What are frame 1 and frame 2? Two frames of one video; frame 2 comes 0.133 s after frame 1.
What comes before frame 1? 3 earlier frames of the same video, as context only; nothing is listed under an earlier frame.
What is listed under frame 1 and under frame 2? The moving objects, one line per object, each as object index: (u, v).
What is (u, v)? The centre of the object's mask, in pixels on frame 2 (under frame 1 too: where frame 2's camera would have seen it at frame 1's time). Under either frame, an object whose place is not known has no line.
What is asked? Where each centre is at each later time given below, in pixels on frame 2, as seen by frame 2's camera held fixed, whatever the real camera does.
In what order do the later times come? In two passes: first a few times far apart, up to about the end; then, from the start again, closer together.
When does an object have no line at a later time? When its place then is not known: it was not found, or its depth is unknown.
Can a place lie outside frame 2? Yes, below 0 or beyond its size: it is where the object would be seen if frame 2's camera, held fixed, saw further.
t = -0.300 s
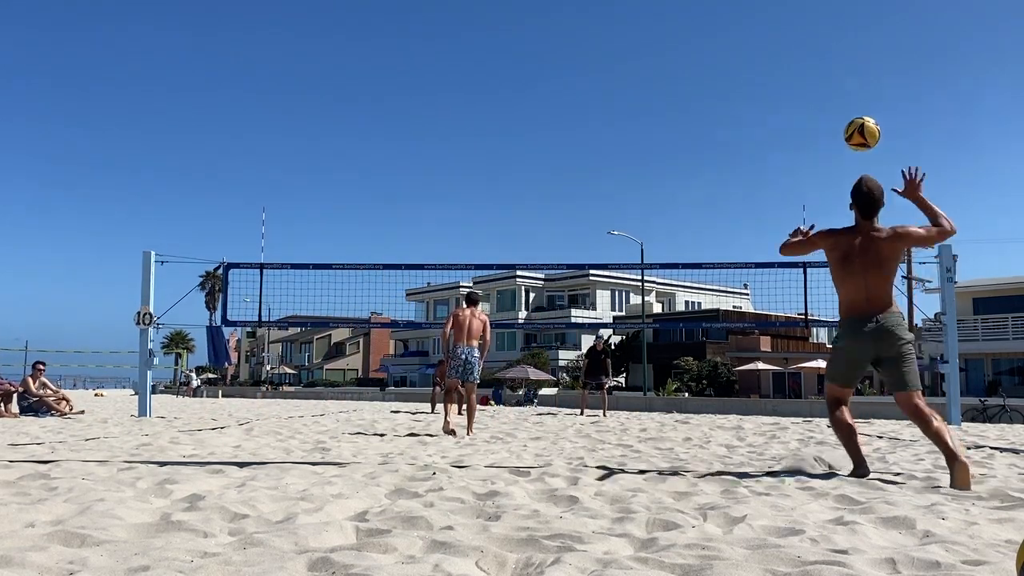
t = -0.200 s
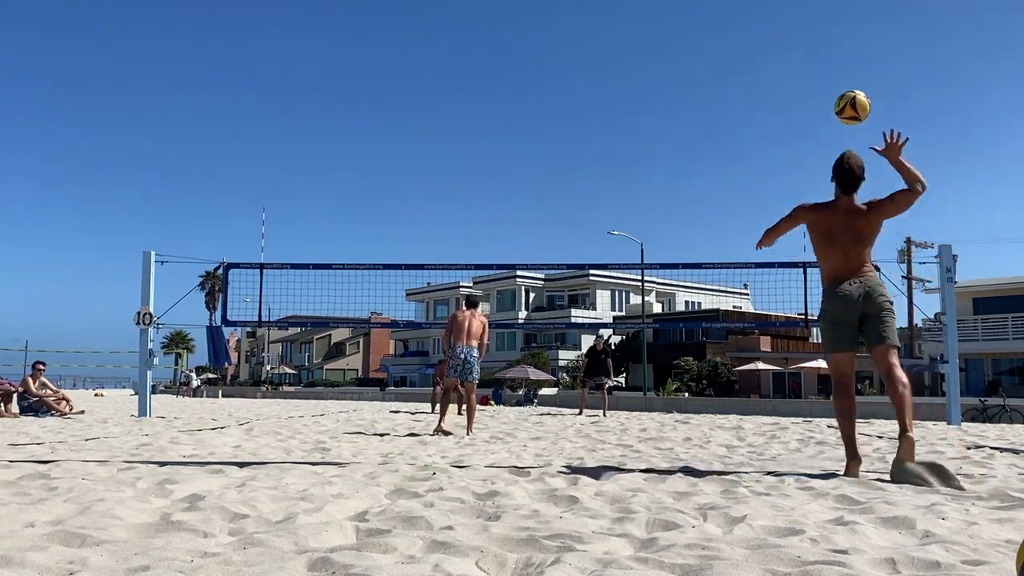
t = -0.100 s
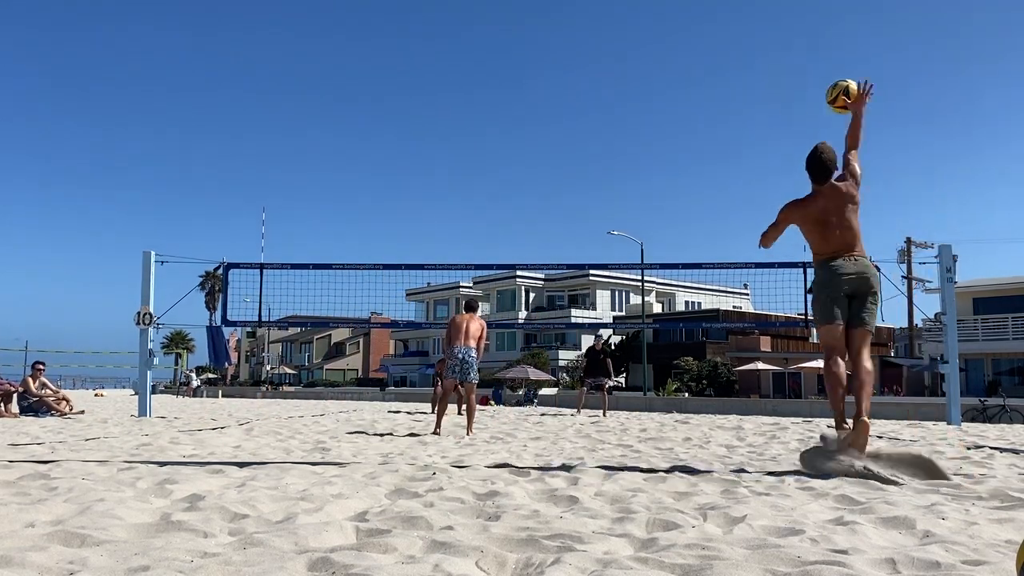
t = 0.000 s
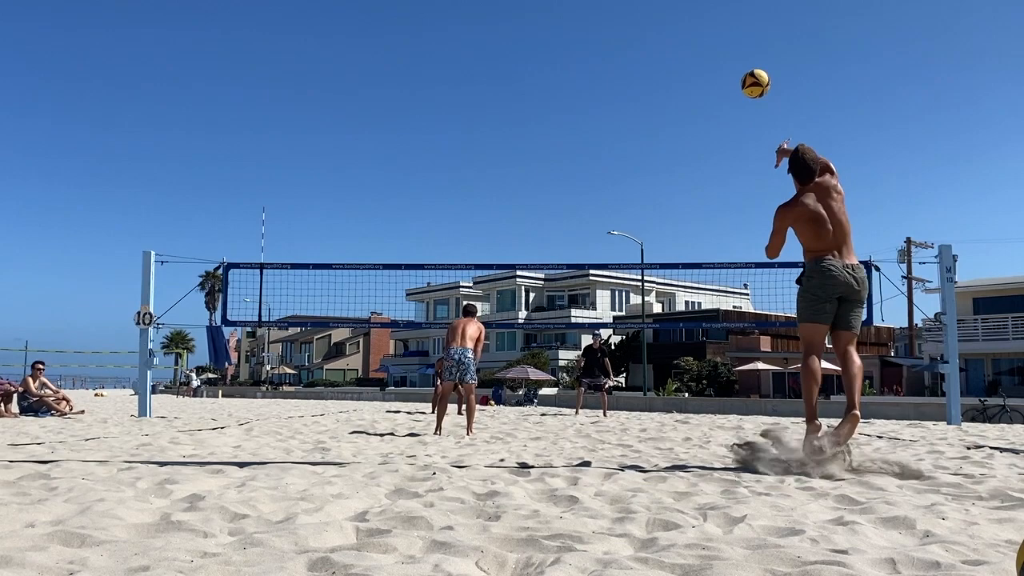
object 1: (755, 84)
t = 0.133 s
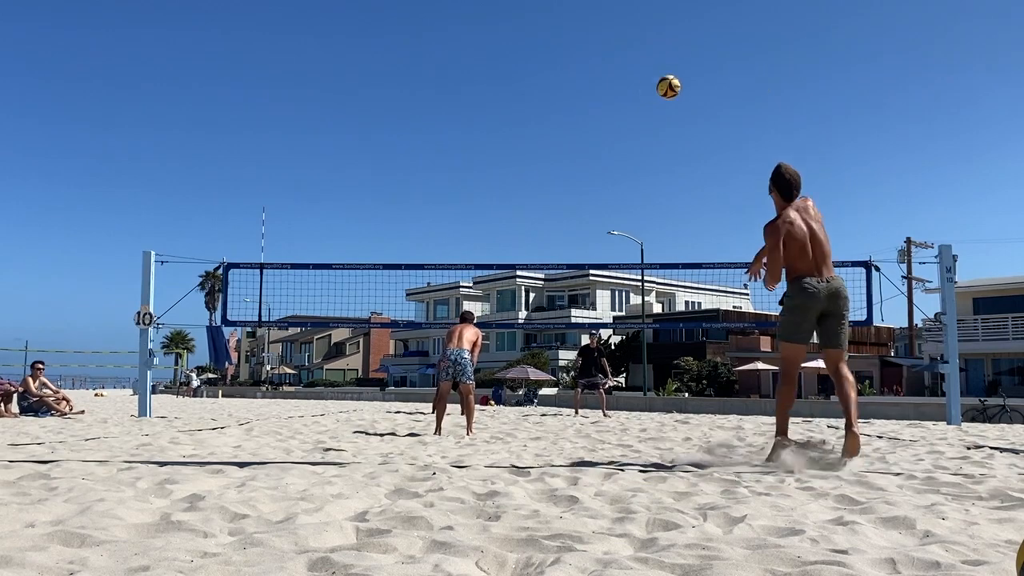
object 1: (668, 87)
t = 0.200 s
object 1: (637, 93)
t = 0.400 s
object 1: (570, 128)
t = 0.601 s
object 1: (527, 175)
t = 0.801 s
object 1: (498, 230)
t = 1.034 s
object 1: (474, 302)
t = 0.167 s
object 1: (651, 90)
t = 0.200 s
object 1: (637, 93)
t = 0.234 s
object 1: (623, 99)
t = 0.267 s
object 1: (611, 104)
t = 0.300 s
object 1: (600, 109)
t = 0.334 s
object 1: (589, 115)
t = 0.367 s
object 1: (579, 121)
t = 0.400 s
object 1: (570, 128)
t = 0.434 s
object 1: (562, 135)
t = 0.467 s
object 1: (554, 142)
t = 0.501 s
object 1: (547, 150)
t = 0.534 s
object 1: (540, 158)
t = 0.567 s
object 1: (533, 167)
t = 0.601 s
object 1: (527, 175)
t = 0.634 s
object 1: (521, 184)
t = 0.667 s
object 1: (516, 193)
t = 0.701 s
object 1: (511, 202)
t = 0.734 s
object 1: (507, 211)
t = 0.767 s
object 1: (502, 221)
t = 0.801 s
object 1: (498, 230)
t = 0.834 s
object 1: (494, 240)
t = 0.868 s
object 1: (491, 250)
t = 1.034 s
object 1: (474, 302)
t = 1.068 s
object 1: (471, 314)
